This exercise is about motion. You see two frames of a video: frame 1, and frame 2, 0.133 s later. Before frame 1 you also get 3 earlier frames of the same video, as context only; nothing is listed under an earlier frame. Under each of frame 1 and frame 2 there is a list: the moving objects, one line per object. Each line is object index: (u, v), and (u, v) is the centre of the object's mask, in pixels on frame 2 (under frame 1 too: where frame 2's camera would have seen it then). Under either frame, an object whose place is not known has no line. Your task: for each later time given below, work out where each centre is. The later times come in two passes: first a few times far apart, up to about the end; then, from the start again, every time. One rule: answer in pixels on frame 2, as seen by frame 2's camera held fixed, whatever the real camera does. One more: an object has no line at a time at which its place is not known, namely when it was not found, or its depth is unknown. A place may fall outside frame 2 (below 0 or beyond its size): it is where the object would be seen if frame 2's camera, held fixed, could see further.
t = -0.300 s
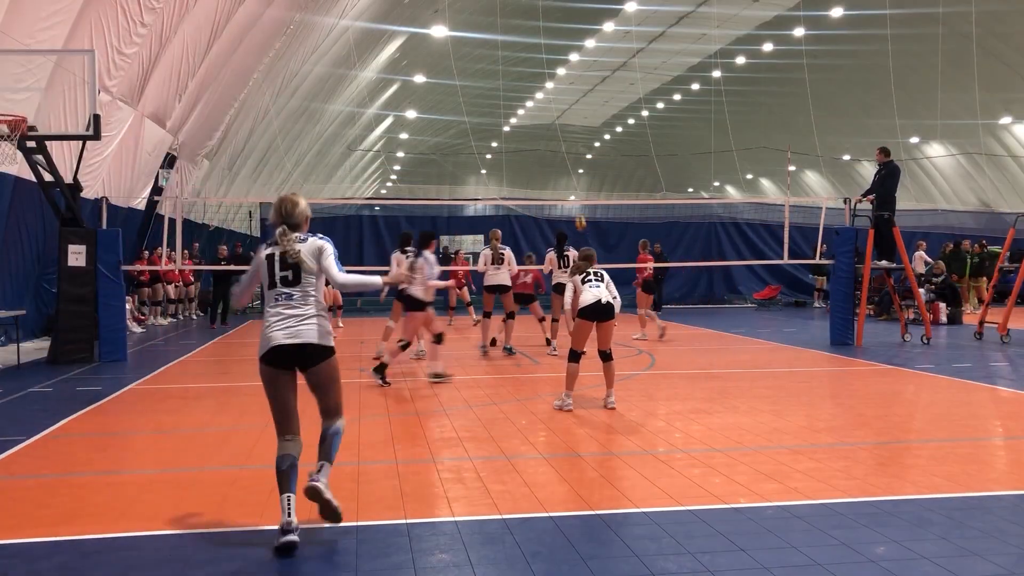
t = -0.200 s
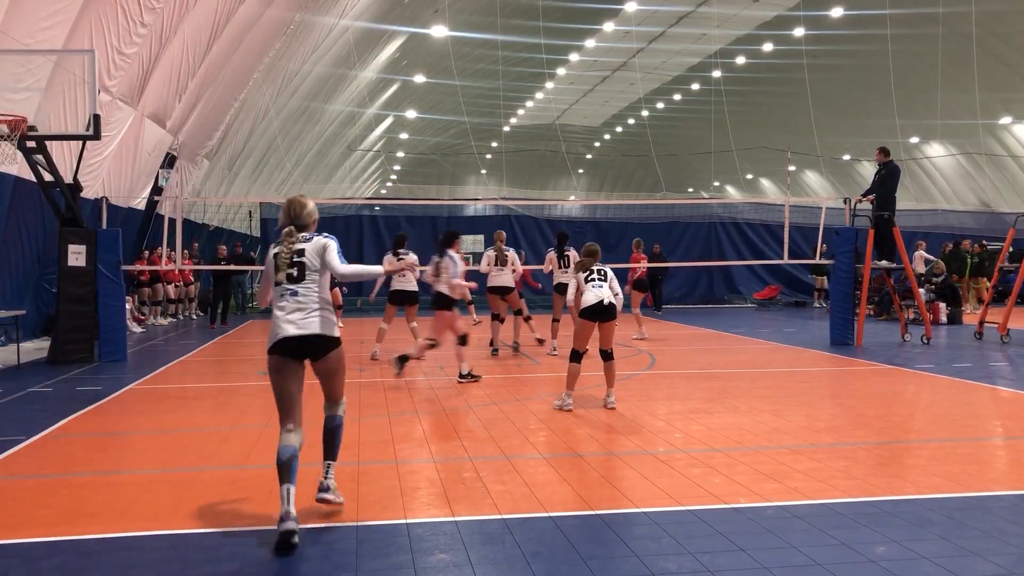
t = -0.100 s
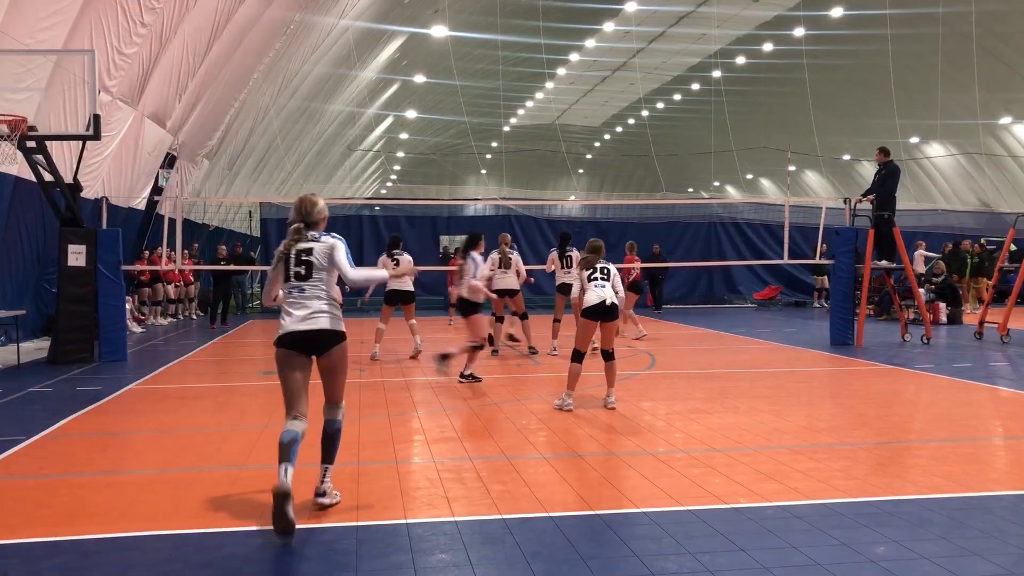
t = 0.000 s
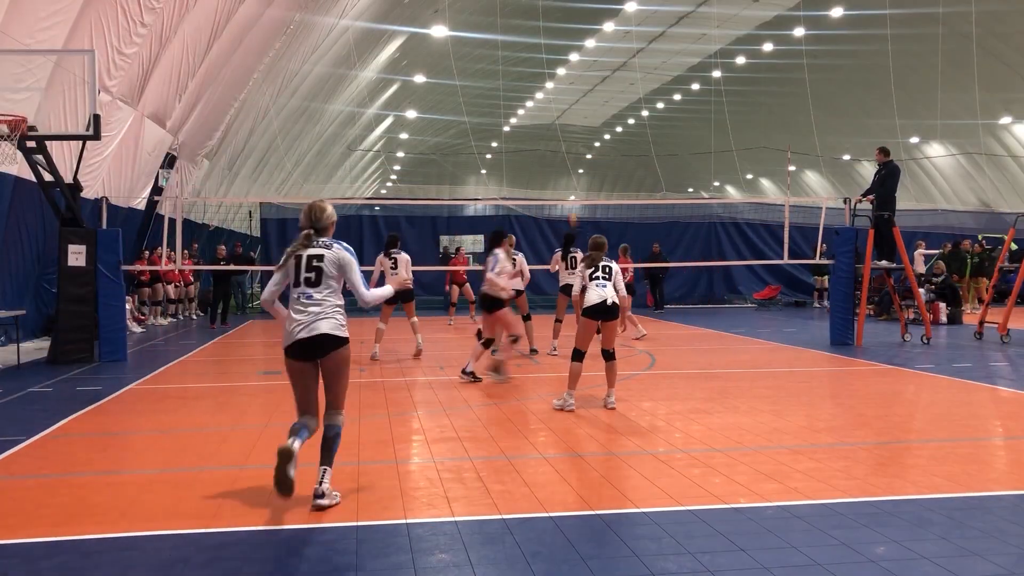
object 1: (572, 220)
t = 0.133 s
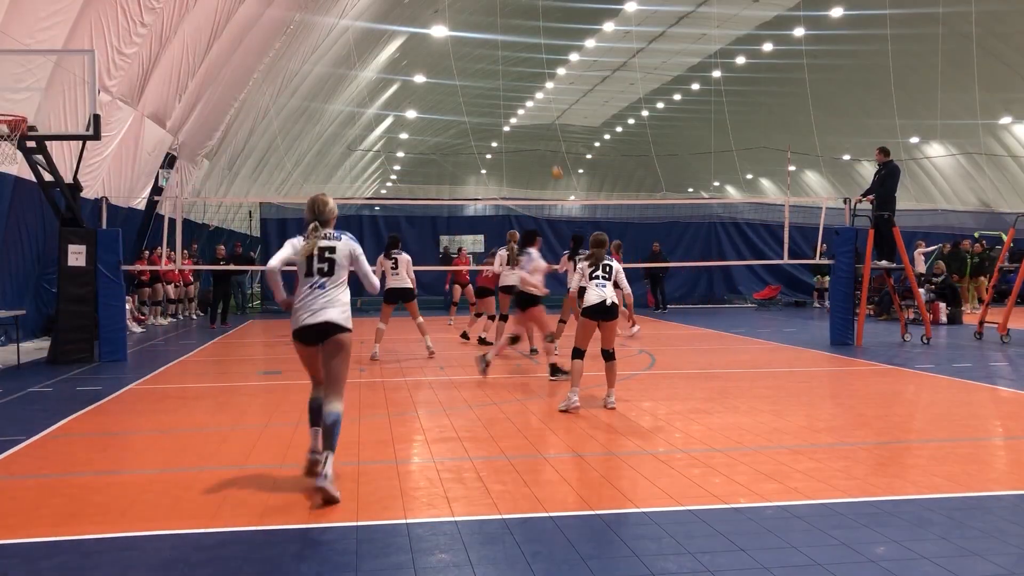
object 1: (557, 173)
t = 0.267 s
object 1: (542, 134)
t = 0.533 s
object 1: (511, 85)
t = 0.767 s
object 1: (484, 71)
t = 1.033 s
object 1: (454, 88)
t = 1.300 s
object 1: (423, 142)
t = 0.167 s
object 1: (553, 162)
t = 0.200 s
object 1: (550, 153)
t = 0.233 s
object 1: (546, 144)
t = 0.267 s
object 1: (542, 134)
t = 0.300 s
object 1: (538, 127)
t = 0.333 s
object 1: (534, 119)
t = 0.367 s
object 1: (531, 113)
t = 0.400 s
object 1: (526, 105)
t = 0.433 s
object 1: (523, 98)
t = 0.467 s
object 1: (519, 95)
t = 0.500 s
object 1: (515, 89)
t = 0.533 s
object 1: (511, 85)
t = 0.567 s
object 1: (507, 81)
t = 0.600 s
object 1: (503, 78)
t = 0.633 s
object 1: (499, 75)
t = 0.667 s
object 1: (496, 73)
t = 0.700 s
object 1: (492, 72)
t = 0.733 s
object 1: (488, 71)
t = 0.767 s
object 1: (484, 71)
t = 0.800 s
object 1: (480, 71)
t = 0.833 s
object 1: (476, 71)
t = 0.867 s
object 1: (472, 73)
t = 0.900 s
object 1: (469, 74)
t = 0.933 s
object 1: (465, 76)
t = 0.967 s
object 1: (461, 80)
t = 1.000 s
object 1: (457, 83)
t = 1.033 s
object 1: (454, 88)
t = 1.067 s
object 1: (448, 93)
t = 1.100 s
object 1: (446, 98)
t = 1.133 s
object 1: (442, 104)
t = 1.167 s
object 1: (439, 110)
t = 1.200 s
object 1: (434, 117)
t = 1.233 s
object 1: (431, 125)
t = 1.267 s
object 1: (427, 133)
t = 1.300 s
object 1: (423, 142)
